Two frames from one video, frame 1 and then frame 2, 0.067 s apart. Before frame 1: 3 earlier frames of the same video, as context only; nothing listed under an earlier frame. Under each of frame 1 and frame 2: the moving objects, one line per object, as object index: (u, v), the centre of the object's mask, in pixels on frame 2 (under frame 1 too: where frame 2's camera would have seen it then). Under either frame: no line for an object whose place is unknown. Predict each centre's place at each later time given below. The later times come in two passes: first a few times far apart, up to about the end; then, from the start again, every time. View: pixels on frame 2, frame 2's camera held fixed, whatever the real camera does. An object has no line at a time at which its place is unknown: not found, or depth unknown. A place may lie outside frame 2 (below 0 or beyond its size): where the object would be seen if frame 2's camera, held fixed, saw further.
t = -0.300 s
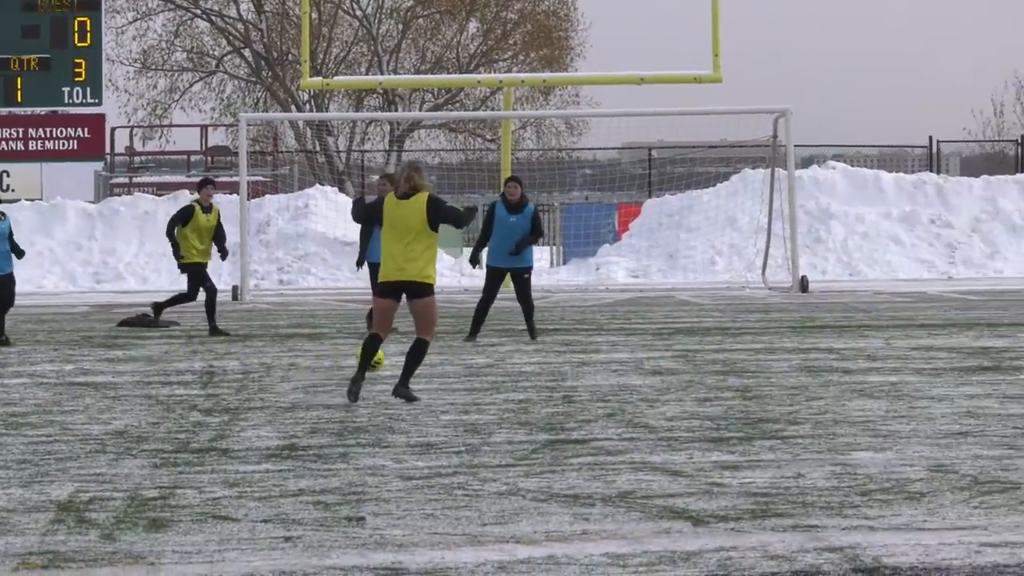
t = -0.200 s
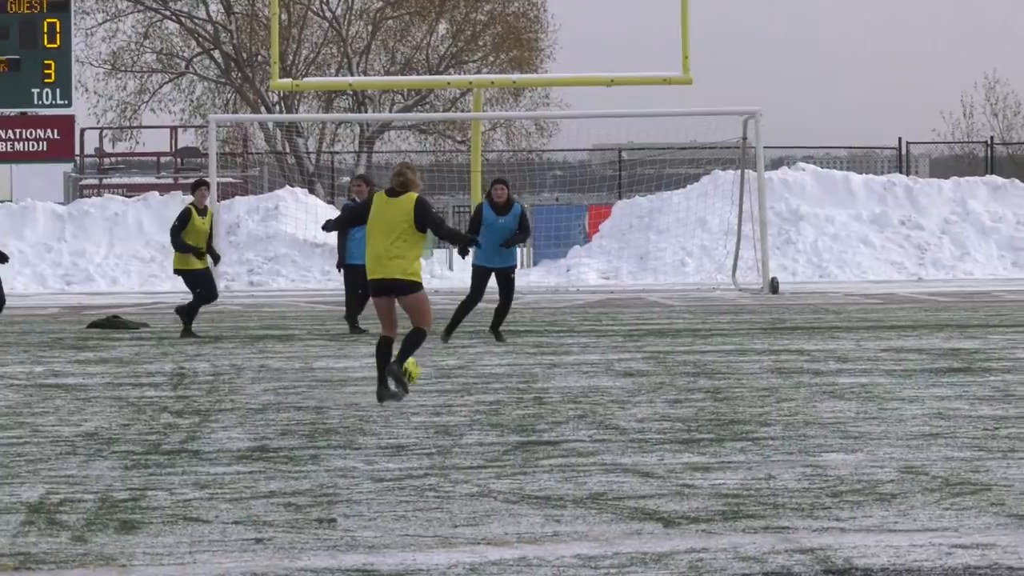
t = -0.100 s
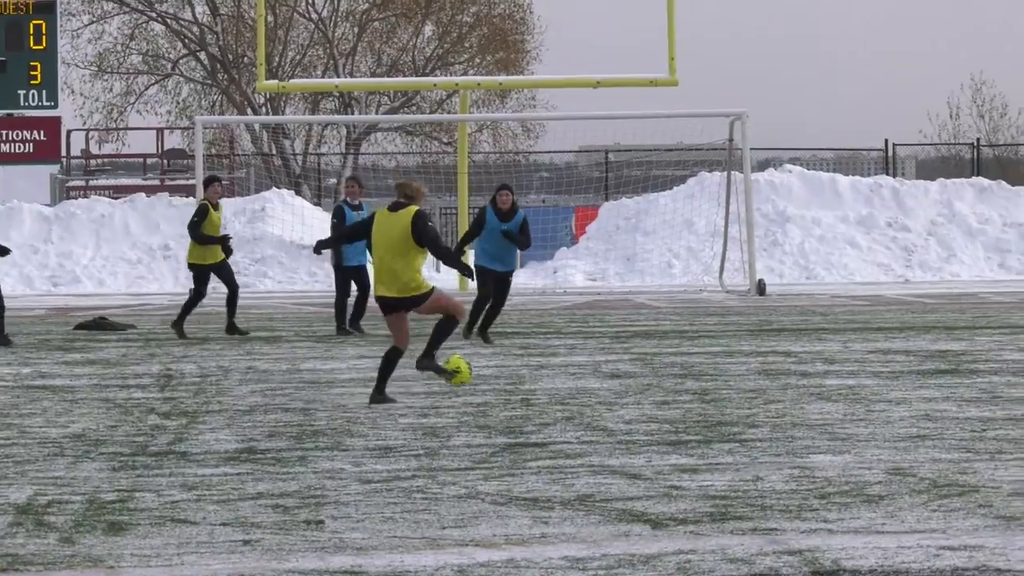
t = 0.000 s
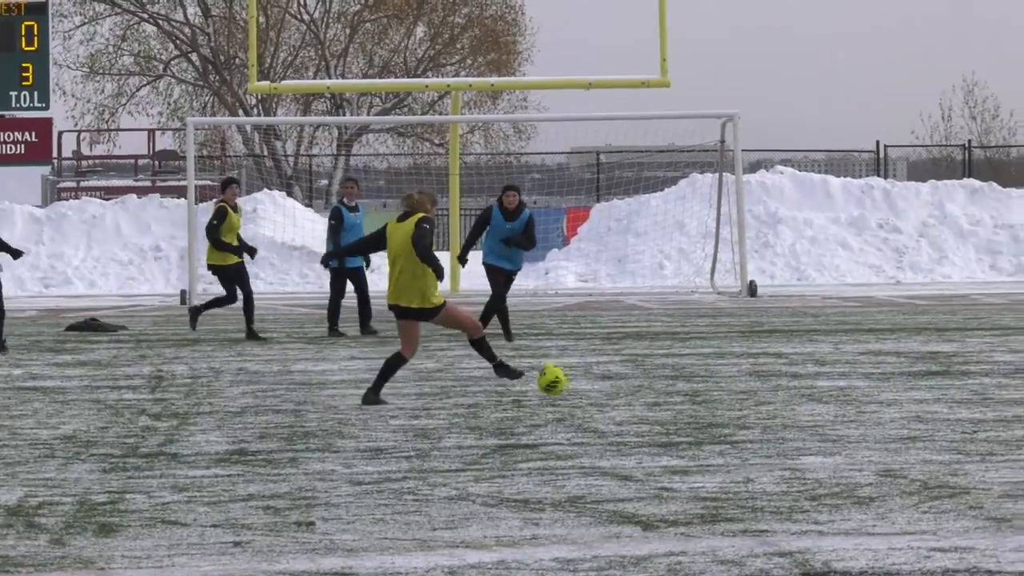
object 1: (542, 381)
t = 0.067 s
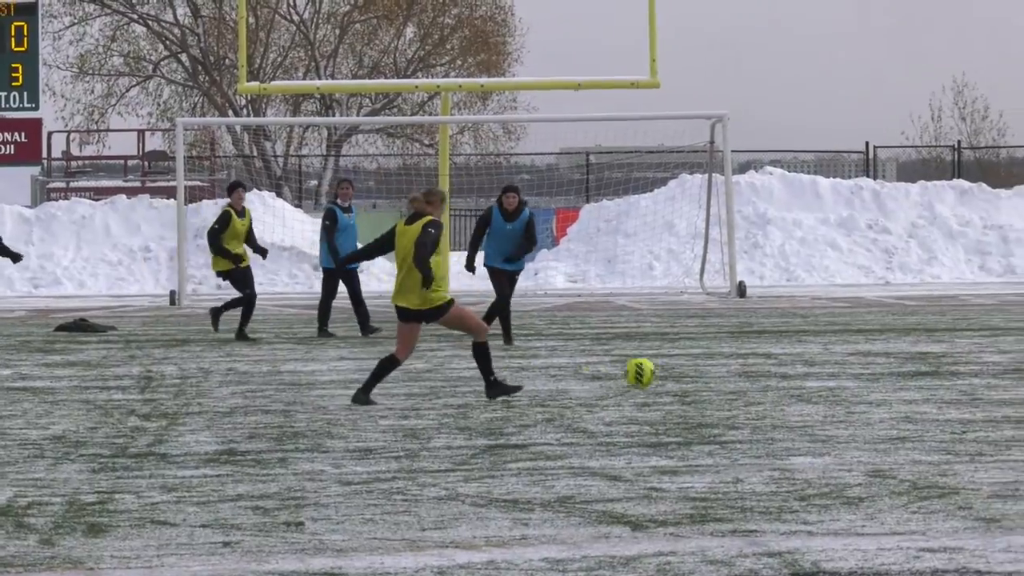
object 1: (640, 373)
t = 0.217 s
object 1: (847, 360)
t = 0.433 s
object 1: (1131, 356)
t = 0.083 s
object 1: (663, 370)
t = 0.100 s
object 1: (687, 368)
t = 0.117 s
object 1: (709, 364)
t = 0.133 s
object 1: (733, 362)
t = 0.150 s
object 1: (755, 361)
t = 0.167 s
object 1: (779, 360)
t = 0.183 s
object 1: (802, 360)
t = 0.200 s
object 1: (824, 360)
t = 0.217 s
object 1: (847, 360)
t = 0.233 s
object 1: (870, 360)
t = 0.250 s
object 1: (893, 362)
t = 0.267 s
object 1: (915, 362)
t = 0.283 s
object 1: (938, 364)
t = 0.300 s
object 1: (961, 366)
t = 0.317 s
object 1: (983, 369)
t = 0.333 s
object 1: (1005, 368)
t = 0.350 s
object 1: (1026, 365)
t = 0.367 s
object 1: (1046, 362)
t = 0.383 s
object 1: (1067, 360)
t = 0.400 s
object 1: (1089, 359)
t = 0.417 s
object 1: (1111, 358)
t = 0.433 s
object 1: (1131, 356)
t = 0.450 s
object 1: (1152, 356)
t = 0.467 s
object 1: (1174, 355)
